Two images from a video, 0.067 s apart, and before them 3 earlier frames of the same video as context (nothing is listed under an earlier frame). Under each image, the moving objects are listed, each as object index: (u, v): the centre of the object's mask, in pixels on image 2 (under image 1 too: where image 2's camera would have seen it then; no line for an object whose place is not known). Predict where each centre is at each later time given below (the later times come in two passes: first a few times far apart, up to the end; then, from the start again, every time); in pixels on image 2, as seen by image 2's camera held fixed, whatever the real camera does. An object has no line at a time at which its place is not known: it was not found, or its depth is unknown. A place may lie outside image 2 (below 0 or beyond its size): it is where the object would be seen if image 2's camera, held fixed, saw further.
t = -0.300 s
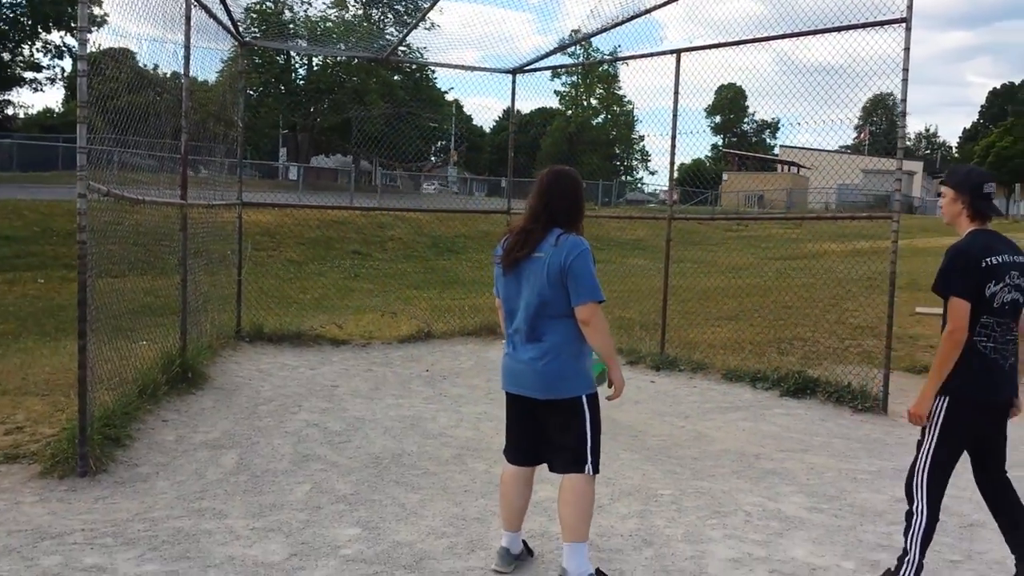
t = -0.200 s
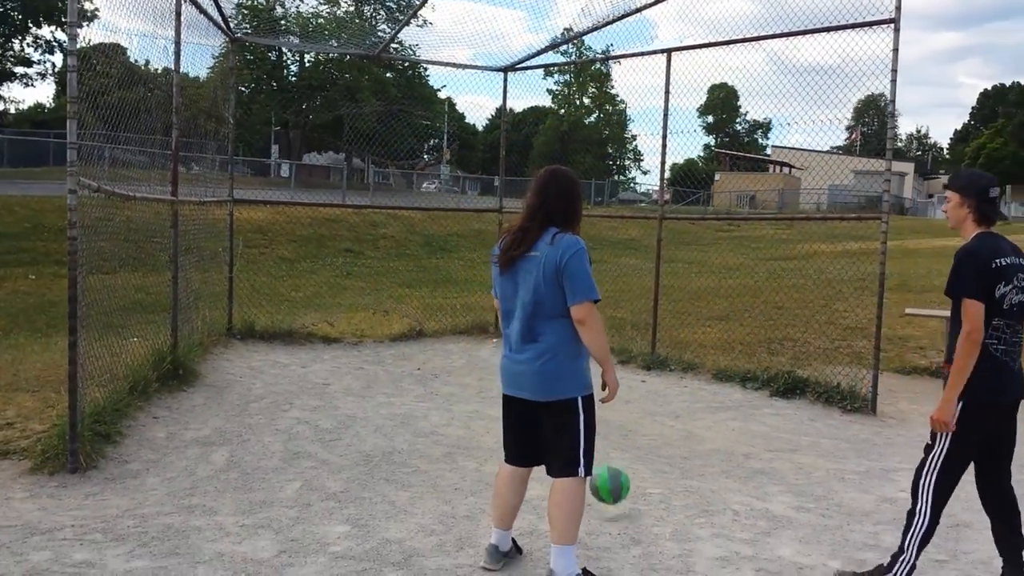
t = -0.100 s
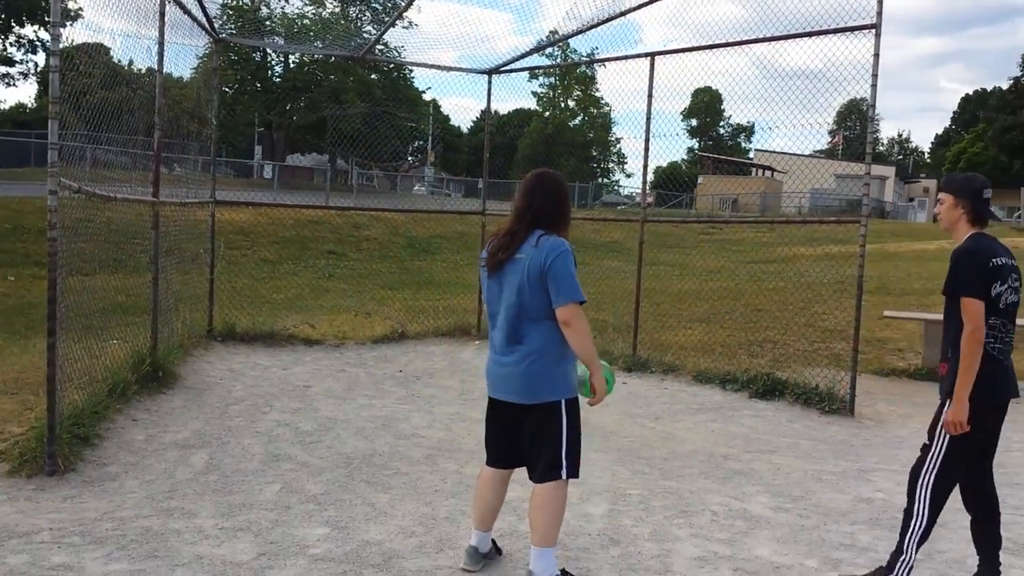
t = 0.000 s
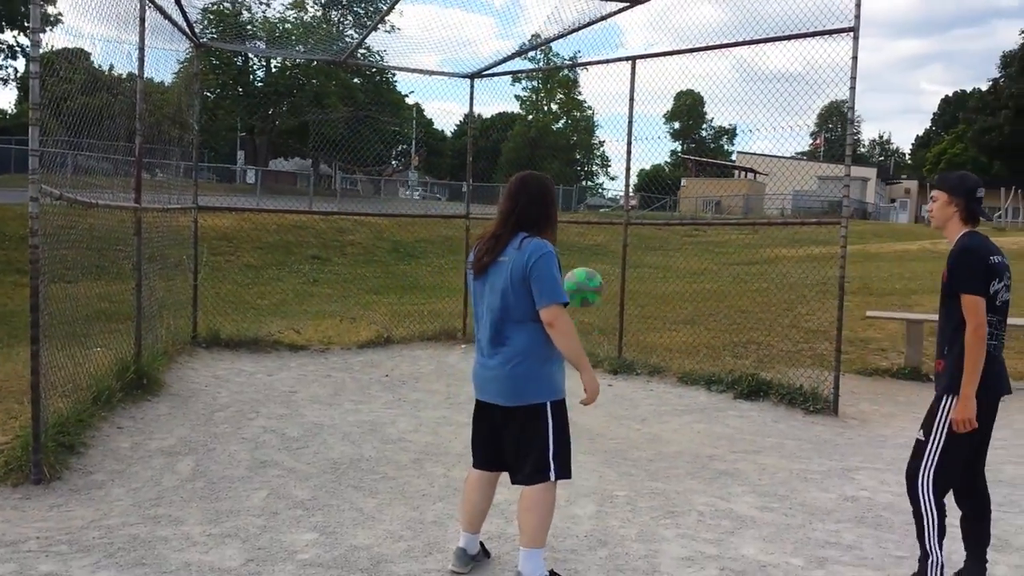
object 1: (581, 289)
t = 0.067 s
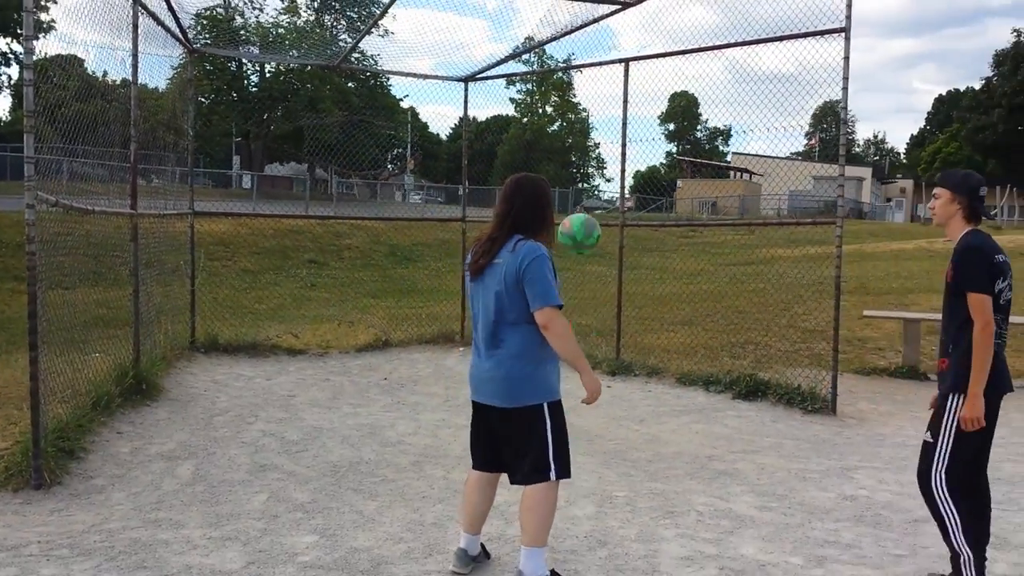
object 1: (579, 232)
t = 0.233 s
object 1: (579, 126)
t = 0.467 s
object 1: (564, 54)
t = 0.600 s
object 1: (562, 69)
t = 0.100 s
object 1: (579, 209)
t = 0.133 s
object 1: (579, 185)
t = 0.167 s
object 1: (580, 163)
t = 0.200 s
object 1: (579, 144)
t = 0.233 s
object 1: (579, 126)
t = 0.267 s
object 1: (576, 107)
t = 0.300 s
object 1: (576, 93)
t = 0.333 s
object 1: (578, 80)
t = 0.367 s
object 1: (578, 73)
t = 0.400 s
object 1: (573, 65)
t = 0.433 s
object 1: (568, 58)
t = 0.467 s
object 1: (564, 54)
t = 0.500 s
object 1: (563, 55)
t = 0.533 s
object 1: (561, 56)
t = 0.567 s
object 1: (561, 60)
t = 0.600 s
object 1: (562, 69)
